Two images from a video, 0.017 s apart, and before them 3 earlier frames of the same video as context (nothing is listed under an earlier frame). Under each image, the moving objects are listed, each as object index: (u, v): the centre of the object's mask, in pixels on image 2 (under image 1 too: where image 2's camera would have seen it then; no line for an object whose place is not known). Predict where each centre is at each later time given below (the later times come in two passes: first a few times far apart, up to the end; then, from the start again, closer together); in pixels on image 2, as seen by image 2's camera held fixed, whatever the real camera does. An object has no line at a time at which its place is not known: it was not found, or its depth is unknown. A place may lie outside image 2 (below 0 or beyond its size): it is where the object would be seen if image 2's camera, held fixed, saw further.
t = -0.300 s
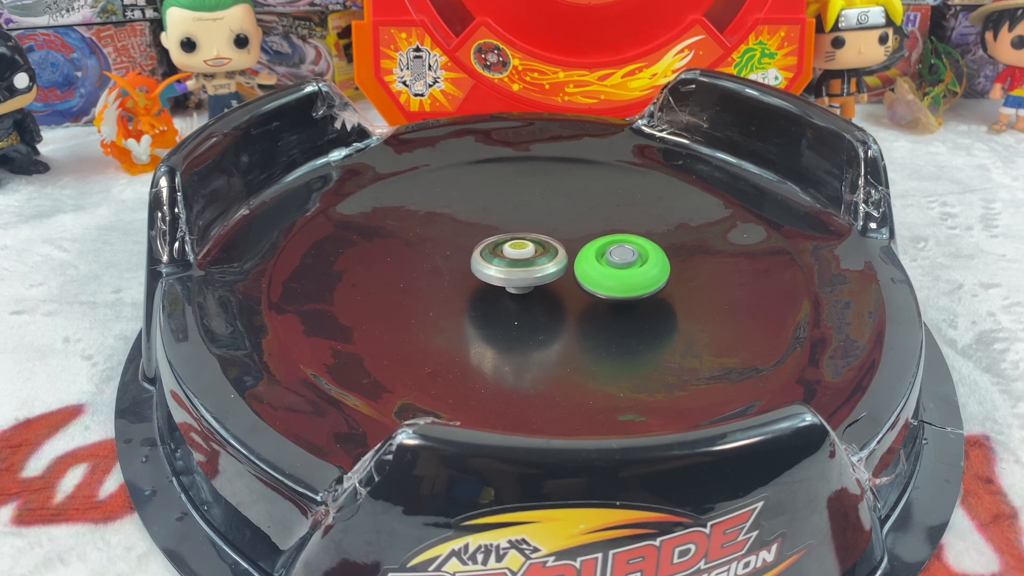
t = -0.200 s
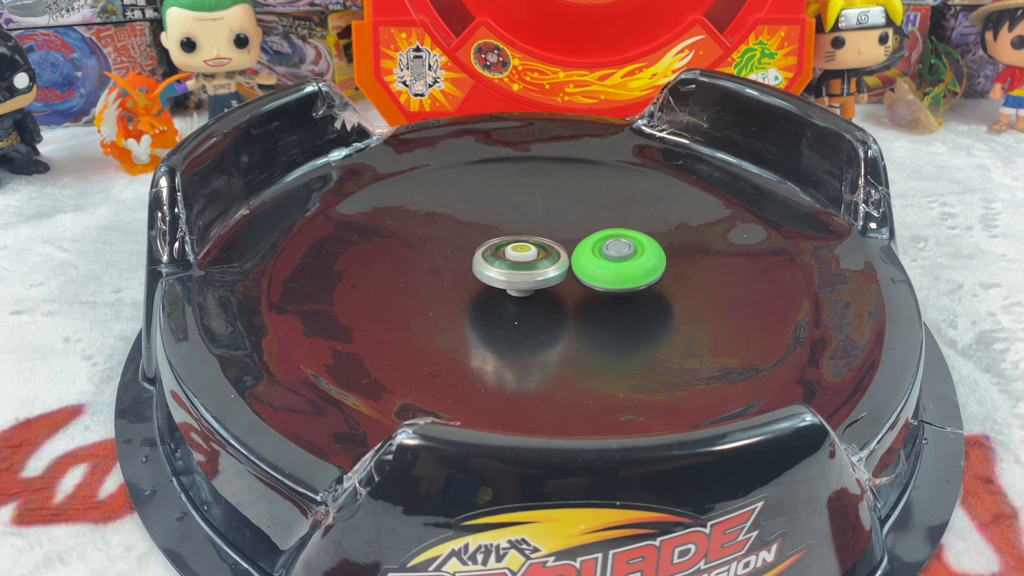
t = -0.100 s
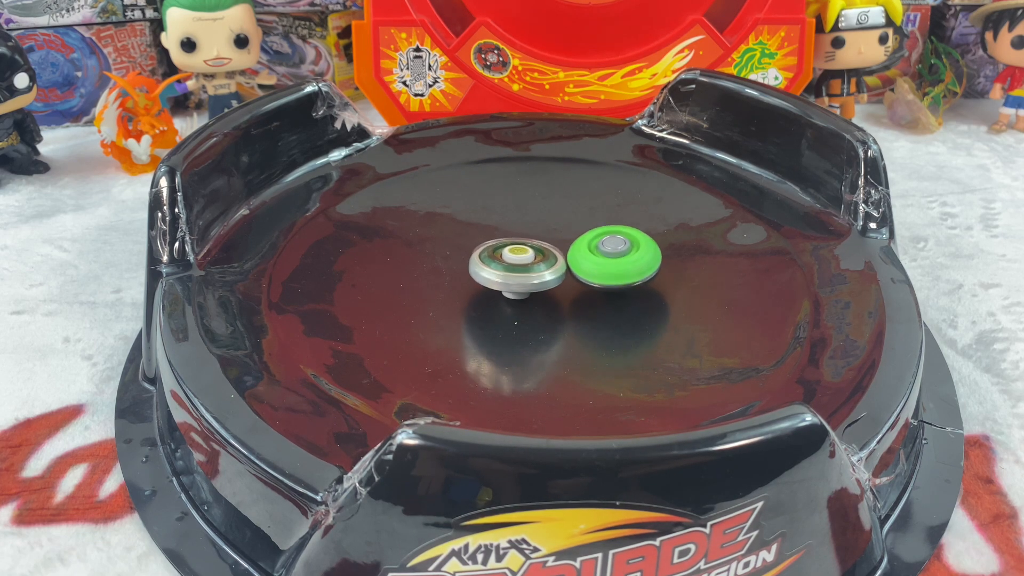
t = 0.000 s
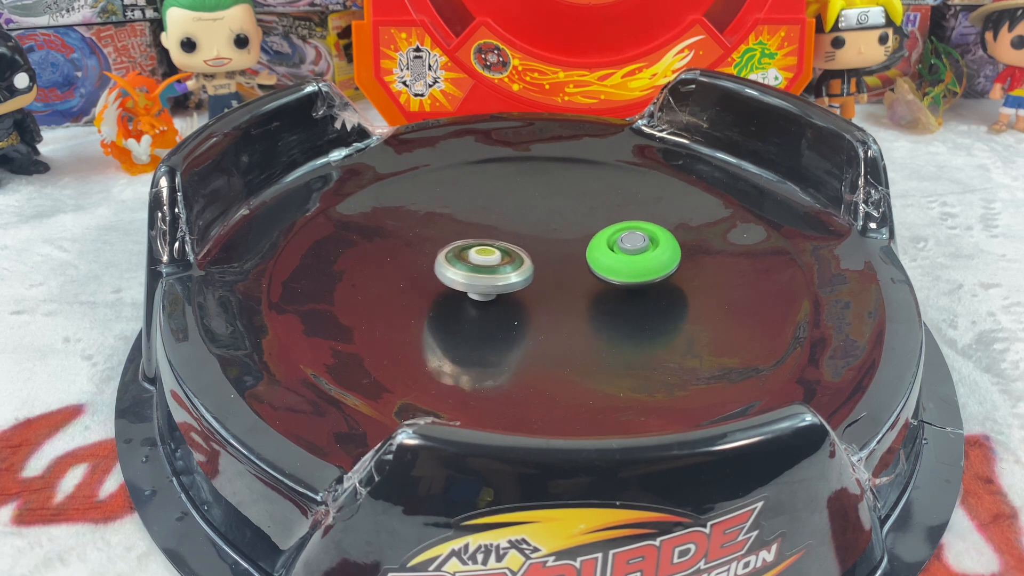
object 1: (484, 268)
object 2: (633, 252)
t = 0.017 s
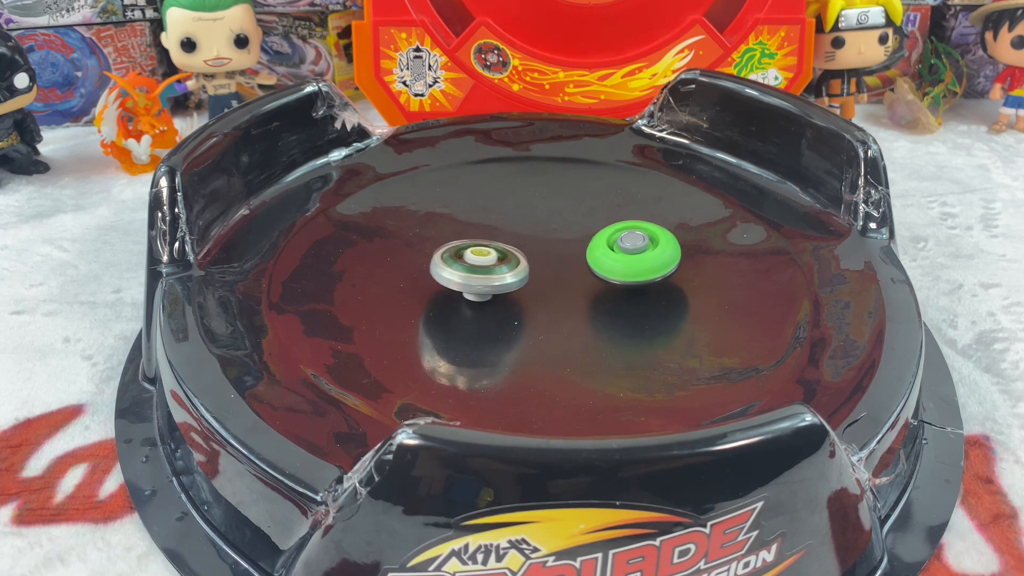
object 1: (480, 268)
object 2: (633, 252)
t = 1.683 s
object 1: (545, 305)
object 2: (520, 237)
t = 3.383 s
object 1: (501, 338)
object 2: (567, 212)
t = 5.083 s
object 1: (555, 182)
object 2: (641, 334)
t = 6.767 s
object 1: (576, 255)
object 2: (475, 202)
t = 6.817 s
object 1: (580, 260)
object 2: (481, 202)
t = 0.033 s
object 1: (476, 269)
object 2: (633, 251)
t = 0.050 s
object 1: (474, 269)
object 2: (632, 251)
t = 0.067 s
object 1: (472, 269)
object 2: (631, 251)
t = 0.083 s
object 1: (472, 269)
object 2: (629, 251)
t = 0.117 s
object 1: (472, 270)
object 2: (625, 250)
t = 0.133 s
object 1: (473, 271)
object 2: (623, 251)
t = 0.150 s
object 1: (474, 271)
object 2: (620, 251)
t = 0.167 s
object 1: (475, 272)
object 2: (618, 251)
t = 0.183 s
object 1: (476, 272)
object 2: (615, 251)
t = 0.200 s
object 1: (478, 272)
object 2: (612, 252)
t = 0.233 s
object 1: (482, 273)
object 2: (606, 253)
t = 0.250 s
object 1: (484, 273)
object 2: (603, 253)
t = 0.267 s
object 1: (486, 274)
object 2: (600, 254)
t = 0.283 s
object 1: (488, 274)
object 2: (596, 254)
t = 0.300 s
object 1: (490, 274)
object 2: (593, 255)
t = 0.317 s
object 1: (492, 275)
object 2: (590, 256)
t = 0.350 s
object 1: (492, 275)
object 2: (587, 257)
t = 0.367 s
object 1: (490, 275)
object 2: (588, 257)
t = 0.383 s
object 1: (488, 275)
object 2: (587, 258)
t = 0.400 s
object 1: (487, 276)
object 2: (586, 258)
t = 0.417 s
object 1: (487, 276)
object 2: (584, 259)
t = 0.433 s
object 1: (487, 276)
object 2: (582, 260)
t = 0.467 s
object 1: (471, 276)
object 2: (593, 259)
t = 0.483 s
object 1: (463, 276)
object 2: (600, 258)
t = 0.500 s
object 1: (457, 276)
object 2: (604, 259)
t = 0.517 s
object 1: (452, 275)
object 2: (608, 258)
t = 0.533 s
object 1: (448, 275)
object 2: (611, 258)
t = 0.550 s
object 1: (444, 275)
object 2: (612, 258)
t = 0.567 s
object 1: (442, 275)
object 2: (612, 258)
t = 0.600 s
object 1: (441, 274)
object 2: (609, 258)
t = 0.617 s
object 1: (442, 274)
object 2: (606, 258)
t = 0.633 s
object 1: (444, 274)
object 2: (604, 258)
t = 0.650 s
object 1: (446, 274)
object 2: (600, 257)
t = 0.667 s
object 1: (449, 274)
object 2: (598, 257)
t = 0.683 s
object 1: (452, 274)
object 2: (594, 257)
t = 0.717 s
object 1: (459, 274)
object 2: (588, 256)
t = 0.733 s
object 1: (463, 275)
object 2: (586, 256)
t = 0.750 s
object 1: (467, 275)
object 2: (582, 255)
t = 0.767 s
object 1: (471, 275)
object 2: (579, 255)
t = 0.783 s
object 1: (475, 275)
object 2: (576, 255)
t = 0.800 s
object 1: (479, 275)
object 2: (573, 255)
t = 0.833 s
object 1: (471, 276)
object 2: (586, 251)
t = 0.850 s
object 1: (464, 277)
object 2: (594, 249)
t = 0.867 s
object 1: (459, 277)
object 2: (601, 247)
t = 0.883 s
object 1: (454, 278)
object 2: (607, 246)
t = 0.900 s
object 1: (452, 279)
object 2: (612, 244)
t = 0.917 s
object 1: (450, 279)
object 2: (615, 243)
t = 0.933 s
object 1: (449, 279)
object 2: (616, 242)
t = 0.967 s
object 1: (450, 279)
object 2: (616, 240)
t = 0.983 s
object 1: (452, 280)
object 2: (615, 239)
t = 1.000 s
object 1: (455, 280)
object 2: (613, 238)
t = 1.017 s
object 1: (457, 280)
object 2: (610, 238)
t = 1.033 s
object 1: (460, 280)
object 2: (607, 237)
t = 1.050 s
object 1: (463, 280)
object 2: (605, 236)
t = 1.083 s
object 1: (470, 280)
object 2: (599, 235)
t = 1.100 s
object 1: (473, 280)
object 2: (596, 234)
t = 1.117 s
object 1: (476, 281)
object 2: (592, 234)
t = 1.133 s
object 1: (480, 281)
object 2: (590, 233)
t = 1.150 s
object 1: (484, 281)
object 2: (586, 233)
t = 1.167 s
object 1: (488, 281)
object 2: (583, 233)
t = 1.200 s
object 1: (495, 281)
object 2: (577, 232)
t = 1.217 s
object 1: (499, 281)
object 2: (574, 233)
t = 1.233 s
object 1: (502, 281)
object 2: (571, 232)
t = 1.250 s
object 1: (505, 281)
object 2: (568, 233)
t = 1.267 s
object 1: (508, 281)
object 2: (566, 232)
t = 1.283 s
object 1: (510, 282)
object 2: (564, 232)
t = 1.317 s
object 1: (512, 284)
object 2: (561, 232)
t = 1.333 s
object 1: (512, 286)
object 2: (559, 231)
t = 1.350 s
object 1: (512, 287)
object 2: (558, 230)
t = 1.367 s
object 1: (512, 288)
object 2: (556, 230)
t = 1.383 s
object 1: (513, 290)
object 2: (554, 230)
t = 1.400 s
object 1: (514, 291)
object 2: (552, 231)
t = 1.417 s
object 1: (515, 291)
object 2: (550, 231)
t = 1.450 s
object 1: (517, 293)
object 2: (545, 231)
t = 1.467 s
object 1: (518, 293)
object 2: (542, 232)
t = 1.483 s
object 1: (520, 294)
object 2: (540, 232)
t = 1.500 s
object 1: (521, 294)
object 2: (538, 233)
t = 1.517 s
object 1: (523, 295)
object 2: (536, 233)
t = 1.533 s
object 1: (524, 297)
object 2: (534, 233)
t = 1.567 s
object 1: (527, 300)
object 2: (531, 233)
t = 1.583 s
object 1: (528, 301)
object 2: (530, 233)
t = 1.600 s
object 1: (530, 302)
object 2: (528, 233)
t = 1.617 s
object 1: (533, 303)
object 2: (527, 234)
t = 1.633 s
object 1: (535, 304)
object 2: (525, 235)
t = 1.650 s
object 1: (539, 305)
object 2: (523, 236)
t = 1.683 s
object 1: (545, 305)
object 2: (520, 237)
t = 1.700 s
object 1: (548, 305)
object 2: (519, 238)
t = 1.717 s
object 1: (551, 305)
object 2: (518, 239)
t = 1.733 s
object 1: (554, 306)
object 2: (517, 240)
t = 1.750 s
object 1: (557, 305)
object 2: (516, 241)
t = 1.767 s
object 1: (559, 305)
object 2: (515, 242)
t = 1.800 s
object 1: (564, 304)
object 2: (514, 245)
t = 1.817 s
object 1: (565, 304)
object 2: (513, 246)
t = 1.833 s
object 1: (567, 304)
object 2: (513, 247)
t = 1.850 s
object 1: (568, 304)
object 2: (512, 248)
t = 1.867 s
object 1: (570, 304)
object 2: (512, 250)
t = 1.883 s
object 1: (570, 303)
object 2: (512, 251)
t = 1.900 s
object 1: (572, 303)
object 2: (511, 251)
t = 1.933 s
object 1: (573, 304)
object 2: (511, 253)
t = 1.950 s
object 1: (574, 304)
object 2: (510, 254)
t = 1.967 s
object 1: (575, 305)
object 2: (510, 254)
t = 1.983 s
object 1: (576, 306)
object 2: (510, 254)
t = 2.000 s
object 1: (577, 306)
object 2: (509, 255)
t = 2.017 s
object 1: (577, 306)
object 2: (509, 256)
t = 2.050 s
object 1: (577, 307)
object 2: (509, 258)
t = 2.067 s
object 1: (577, 307)
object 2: (509, 259)
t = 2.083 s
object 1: (579, 309)
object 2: (507, 258)
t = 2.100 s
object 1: (584, 313)
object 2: (503, 254)
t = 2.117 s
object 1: (589, 316)
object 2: (499, 251)
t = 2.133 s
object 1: (593, 319)
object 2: (497, 249)
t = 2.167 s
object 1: (601, 324)
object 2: (493, 246)
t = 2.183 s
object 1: (605, 326)
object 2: (492, 246)
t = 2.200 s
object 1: (609, 328)
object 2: (492, 246)
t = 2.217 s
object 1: (613, 329)
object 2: (490, 246)
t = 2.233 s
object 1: (617, 330)
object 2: (490, 246)
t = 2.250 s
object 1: (619, 331)
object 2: (489, 246)
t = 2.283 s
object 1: (624, 332)
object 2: (488, 247)
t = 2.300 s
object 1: (625, 332)
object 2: (488, 247)
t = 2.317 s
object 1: (626, 332)
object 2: (487, 248)
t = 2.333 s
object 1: (626, 331)
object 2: (487, 248)
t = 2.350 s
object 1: (625, 331)
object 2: (488, 249)
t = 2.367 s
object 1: (624, 330)
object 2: (488, 249)
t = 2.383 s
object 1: (622, 329)
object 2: (488, 250)
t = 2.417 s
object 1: (619, 327)
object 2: (489, 251)
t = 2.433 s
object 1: (615, 326)
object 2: (490, 251)
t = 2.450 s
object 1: (613, 325)
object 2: (491, 252)
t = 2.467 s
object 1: (609, 323)
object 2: (492, 253)
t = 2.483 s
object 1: (606, 321)
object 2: (493, 253)
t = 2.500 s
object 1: (602, 320)
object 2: (495, 254)
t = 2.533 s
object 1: (593, 316)
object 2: (498, 256)
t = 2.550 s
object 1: (589, 314)
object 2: (499, 257)
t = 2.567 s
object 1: (584, 312)
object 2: (501, 257)
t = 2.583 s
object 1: (579, 310)
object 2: (503, 258)
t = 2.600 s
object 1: (575, 309)
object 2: (504, 259)
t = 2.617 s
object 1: (571, 307)
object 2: (506, 260)
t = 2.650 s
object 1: (570, 308)
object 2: (504, 256)
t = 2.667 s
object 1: (569, 308)
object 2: (504, 254)
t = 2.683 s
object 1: (568, 308)
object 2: (505, 253)
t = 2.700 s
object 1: (567, 308)
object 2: (505, 253)
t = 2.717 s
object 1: (566, 308)
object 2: (507, 253)
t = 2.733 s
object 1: (565, 308)
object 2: (508, 253)
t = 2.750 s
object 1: (564, 308)
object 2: (509, 253)
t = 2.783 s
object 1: (562, 307)
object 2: (511, 255)
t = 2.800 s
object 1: (563, 309)
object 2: (511, 253)
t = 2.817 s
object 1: (563, 311)
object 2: (511, 252)
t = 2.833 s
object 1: (564, 312)
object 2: (511, 250)
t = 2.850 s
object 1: (564, 313)
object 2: (511, 249)
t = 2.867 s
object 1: (563, 314)
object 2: (512, 249)
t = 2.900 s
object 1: (562, 314)
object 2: (514, 249)
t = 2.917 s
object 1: (560, 314)
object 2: (515, 249)
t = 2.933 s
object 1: (560, 314)
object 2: (517, 250)
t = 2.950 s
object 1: (559, 314)
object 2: (517, 250)
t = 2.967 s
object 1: (558, 313)
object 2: (519, 251)
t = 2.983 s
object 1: (556, 313)
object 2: (520, 252)
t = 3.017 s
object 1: (554, 312)
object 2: (522, 253)
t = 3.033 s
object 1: (553, 312)
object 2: (524, 253)
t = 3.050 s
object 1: (552, 312)
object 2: (525, 253)
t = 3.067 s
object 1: (552, 314)
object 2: (525, 252)
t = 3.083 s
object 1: (551, 315)
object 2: (526, 250)
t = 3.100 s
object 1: (550, 315)
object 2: (527, 250)
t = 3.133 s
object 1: (548, 316)
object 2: (530, 250)
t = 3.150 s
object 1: (547, 316)
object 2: (531, 250)
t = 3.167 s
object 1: (546, 315)
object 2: (533, 250)
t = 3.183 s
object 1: (545, 315)
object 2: (534, 250)
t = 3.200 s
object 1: (544, 314)
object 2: (535, 251)
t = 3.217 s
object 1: (543, 314)
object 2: (536, 251)
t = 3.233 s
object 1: (542, 313)
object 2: (537, 252)
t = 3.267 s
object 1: (537, 315)
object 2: (540, 246)
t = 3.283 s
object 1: (531, 318)
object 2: (546, 240)
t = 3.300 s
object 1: (526, 325)
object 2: (551, 236)
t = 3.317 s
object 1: (520, 326)
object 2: (554, 227)
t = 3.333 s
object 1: (514, 331)
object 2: (558, 223)
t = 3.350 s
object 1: (510, 334)
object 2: (561, 218)
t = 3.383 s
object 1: (501, 338)
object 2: (567, 212)
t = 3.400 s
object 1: (498, 339)
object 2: (570, 210)
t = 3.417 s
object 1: (496, 341)
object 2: (571, 208)
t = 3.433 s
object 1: (494, 341)
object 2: (572, 207)
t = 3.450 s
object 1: (493, 341)
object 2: (572, 207)
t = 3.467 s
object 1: (492, 341)
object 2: (572, 206)
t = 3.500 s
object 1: (491, 338)
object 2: (572, 206)
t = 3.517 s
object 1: (491, 336)
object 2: (572, 207)
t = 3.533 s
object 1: (492, 334)
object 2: (572, 207)
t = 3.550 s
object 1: (493, 331)
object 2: (572, 207)
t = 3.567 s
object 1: (495, 328)
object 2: (572, 208)
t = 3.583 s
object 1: (497, 325)
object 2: (571, 209)
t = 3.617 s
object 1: (501, 318)
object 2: (571, 212)
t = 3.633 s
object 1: (504, 314)
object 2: (571, 213)
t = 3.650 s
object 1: (507, 310)
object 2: (571, 215)
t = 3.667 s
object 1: (510, 307)
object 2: (570, 217)
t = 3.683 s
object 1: (512, 303)
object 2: (570, 218)
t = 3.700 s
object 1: (515, 298)
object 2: (570, 220)
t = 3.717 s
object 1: (518, 294)
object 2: (570, 222)
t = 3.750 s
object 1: (521, 284)
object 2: (569, 226)
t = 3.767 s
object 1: (521, 280)
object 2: (569, 228)
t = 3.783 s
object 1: (504, 282)
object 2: (583, 223)
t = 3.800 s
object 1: (486, 286)
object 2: (599, 211)
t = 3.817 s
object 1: (468, 287)
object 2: (615, 203)
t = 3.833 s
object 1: (451, 290)
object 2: (628, 197)
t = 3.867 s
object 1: (421, 291)
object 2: (651, 181)
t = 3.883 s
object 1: (407, 291)
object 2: (661, 178)
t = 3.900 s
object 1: (396, 291)
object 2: (670, 176)
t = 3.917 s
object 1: (386, 291)
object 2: (677, 173)
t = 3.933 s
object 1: (380, 291)
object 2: (683, 174)
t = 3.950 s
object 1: (373, 290)
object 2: (687, 174)
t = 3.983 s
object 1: (366, 290)
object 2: (690, 177)
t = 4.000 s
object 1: (365, 290)
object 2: (688, 179)
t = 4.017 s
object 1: (366, 289)
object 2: (685, 182)
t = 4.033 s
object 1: (367, 289)
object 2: (682, 185)
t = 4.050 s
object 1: (371, 289)
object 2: (678, 189)
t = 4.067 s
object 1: (374, 289)
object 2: (672, 193)
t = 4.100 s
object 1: (386, 288)
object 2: (660, 202)
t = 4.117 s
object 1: (393, 288)
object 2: (653, 206)
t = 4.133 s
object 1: (401, 288)
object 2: (646, 211)
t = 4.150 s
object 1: (410, 288)
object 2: (638, 216)
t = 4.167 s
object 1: (419, 288)
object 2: (630, 221)
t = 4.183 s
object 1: (429, 287)
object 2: (622, 225)
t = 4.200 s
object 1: (439, 287)
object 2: (614, 230)
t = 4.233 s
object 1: (462, 286)
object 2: (598, 239)
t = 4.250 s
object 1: (472, 284)
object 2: (590, 243)
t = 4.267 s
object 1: (485, 284)
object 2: (583, 247)
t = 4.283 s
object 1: (494, 282)
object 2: (577, 251)
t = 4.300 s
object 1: (486, 278)
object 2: (594, 247)
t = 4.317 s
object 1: (475, 276)
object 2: (611, 249)
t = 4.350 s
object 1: (454, 270)
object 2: (645, 246)
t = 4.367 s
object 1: (446, 266)
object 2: (658, 243)
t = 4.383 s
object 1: (437, 267)
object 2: (672, 246)
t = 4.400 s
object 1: (431, 264)
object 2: (684, 244)
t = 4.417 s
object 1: (427, 257)
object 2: (694, 246)
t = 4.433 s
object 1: (423, 254)
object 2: (701, 243)
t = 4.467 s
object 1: (418, 255)
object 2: (711, 245)
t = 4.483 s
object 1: (418, 253)
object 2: (712, 246)
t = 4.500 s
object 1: (420, 248)
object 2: (712, 247)
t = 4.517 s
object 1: (422, 247)
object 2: (709, 248)
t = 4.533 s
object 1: (424, 246)
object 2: (706, 248)
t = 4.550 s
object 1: (429, 242)
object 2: (702, 248)
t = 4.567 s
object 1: (433, 241)
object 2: (697, 248)
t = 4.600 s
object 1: (446, 240)
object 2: (686, 248)
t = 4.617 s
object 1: (452, 240)
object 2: (680, 248)
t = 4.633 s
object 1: (460, 237)
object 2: (673, 248)
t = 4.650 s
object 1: (467, 238)
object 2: (666, 248)
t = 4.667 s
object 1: (474, 237)
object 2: (658, 249)
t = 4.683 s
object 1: (483, 236)
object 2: (651, 249)
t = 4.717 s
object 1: (501, 235)
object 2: (637, 249)
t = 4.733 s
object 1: (511, 235)
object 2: (629, 249)
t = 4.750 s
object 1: (519, 235)
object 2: (622, 249)
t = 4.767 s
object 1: (527, 234)
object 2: (615, 249)
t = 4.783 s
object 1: (532, 231)
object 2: (614, 247)
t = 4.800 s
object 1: (535, 223)
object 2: (621, 249)
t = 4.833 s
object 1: (535, 210)
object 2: (639, 271)
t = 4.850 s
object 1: (535, 203)
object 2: (646, 279)
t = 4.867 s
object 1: (536, 198)
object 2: (652, 285)
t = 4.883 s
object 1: (538, 190)
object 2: (660, 295)
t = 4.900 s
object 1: (539, 187)
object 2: (664, 303)
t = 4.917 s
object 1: (540, 182)
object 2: (668, 306)
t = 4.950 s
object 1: (544, 177)
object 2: (671, 318)
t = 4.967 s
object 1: (546, 173)
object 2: (670, 322)
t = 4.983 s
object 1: (548, 173)
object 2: (668, 327)
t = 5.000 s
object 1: (550, 173)
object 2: (666, 330)
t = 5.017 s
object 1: (551, 172)
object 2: (661, 331)
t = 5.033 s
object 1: (552, 175)
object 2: (657, 333)
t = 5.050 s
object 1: (554, 175)
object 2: (652, 334)
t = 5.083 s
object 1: (555, 182)
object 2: (641, 334)
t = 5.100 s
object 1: (557, 185)
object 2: (636, 333)
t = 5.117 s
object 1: (558, 191)
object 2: (631, 333)
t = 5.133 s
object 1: (560, 195)
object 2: (626, 332)
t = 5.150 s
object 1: (561, 200)
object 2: (620, 331)
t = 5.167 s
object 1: (561, 207)
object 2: (615, 330)
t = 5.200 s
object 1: (564, 220)
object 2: (603, 328)
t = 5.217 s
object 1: (566, 227)
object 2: (595, 327)
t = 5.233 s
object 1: (567, 235)
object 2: (588, 326)
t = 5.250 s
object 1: (569, 242)
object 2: (581, 324)
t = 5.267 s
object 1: (571, 249)
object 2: (572, 323)
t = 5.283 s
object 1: (574, 256)
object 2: (563, 321)
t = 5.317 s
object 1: (579, 267)
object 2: (546, 316)
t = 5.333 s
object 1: (587, 272)
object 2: (533, 315)
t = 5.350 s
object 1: (600, 270)
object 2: (508, 323)
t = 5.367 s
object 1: (613, 270)
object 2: (491, 323)
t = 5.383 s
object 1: (627, 268)
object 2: (470, 326)
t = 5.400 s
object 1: (640, 268)
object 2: (451, 328)
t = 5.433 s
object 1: (664, 263)
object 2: (421, 326)
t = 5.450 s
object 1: (675, 261)
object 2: (411, 325)
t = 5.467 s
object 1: (686, 258)
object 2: (402, 323)
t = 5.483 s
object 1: (696, 255)
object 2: (394, 322)
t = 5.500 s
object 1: (705, 253)
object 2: (391, 321)
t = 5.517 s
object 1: (714, 250)
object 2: (388, 319)
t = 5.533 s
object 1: (721, 248)
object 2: (387, 318)
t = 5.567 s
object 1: (731, 243)
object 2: (392, 316)
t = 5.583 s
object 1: (735, 241)
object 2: (395, 315)
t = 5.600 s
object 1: (738, 239)
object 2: (399, 315)
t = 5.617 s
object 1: (740, 237)
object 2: (405, 314)
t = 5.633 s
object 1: (740, 236)
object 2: (410, 312)
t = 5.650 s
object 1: (740, 235)
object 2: (416, 311)
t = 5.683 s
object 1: (736, 235)
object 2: (432, 307)
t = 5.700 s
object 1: (732, 235)
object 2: (441, 305)
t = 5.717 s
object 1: (727, 236)
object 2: (451, 303)
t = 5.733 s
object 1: (721, 237)
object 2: (460, 300)
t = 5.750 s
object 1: (714, 238)
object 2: (469, 298)
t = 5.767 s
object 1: (706, 240)
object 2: (480, 295)
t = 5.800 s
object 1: (688, 245)
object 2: (499, 290)
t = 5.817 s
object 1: (677, 248)
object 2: (510, 288)
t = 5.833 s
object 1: (666, 250)
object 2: (519, 285)
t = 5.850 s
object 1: (654, 253)
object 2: (529, 283)
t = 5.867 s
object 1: (642, 255)
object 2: (540, 281)
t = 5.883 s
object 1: (634, 257)
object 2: (544, 278)
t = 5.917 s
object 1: (633, 259)
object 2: (530, 278)
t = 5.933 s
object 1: (633, 257)
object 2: (524, 276)
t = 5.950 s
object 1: (631, 259)
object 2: (518, 276)
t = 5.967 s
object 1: (630, 264)
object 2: (513, 275)
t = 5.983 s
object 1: (628, 263)
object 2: (509, 274)
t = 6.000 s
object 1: (625, 266)
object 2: (507, 274)
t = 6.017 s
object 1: (623, 272)
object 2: (505, 273)
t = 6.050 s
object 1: (615, 275)
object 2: (504, 273)
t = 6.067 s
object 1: (611, 282)
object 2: (506, 273)
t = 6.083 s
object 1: (605, 283)
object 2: (507, 274)
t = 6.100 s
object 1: (601, 288)
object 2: (509, 274)
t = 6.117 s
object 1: (604, 299)
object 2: (505, 258)
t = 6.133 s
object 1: (605, 307)
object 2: (496, 242)
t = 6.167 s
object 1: (610, 339)
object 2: (464, 205)
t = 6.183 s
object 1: (611, 358)
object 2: (471, 186)
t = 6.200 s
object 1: (614, 374)
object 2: (471, 184)
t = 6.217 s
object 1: (616, 380)
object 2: (464, 187)
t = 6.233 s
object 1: (620, 397)
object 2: (451, 180)
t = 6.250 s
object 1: (623, 396)
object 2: (446, 177)
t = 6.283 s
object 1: (628, 403)
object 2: (439, 169)
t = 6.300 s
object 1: (637, 401)
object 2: (436, 164)
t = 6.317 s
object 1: (627, 401)
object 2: (432, 163)
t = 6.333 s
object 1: (628, 395)
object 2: (430, 162)
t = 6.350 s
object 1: (630, 398)
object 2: (429, 160)
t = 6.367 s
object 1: (621, 402)
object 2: (427, 160)
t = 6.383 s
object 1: (619, 391)
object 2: (427, 160)
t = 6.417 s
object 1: (608, 384)
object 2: (428, 163)
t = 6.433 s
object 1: (605, 375)
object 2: (430, 166)
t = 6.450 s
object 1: (599, 367)
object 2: (433, 169)
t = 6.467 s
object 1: (592, 353)
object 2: (436, 174)
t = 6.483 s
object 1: (589, 344)
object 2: (439, 178)
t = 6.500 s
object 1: (584, 336)
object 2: (443, 183)
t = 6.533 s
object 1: (573, 309)
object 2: (451, 193)
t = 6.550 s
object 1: (567, 301)
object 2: (456, 198)
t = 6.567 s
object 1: (560, 288)
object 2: (460, 204)
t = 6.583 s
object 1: (556, 277)
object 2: (465, 209)
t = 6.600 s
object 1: (551, 269)
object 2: (470, 215)
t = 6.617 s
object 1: (545, 260)
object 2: (475, 219)
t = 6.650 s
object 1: (551, 251)
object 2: (473, 213)
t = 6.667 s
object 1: (553, 252)
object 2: (478, 208)
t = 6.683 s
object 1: (556, 249)
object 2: (477, 200)
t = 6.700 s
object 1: (561, 249)
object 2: (474, 198)
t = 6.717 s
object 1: (567, 252)
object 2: (474, 198)
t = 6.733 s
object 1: (570, 254)
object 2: (475, 200)
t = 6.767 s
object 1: (576, 255)
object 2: (475, 202)
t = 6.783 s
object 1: (579, 260)
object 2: (475, 200)
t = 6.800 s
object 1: (580, 260)
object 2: (477, 200)
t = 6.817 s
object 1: (580, 260)
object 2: (481, 202)
